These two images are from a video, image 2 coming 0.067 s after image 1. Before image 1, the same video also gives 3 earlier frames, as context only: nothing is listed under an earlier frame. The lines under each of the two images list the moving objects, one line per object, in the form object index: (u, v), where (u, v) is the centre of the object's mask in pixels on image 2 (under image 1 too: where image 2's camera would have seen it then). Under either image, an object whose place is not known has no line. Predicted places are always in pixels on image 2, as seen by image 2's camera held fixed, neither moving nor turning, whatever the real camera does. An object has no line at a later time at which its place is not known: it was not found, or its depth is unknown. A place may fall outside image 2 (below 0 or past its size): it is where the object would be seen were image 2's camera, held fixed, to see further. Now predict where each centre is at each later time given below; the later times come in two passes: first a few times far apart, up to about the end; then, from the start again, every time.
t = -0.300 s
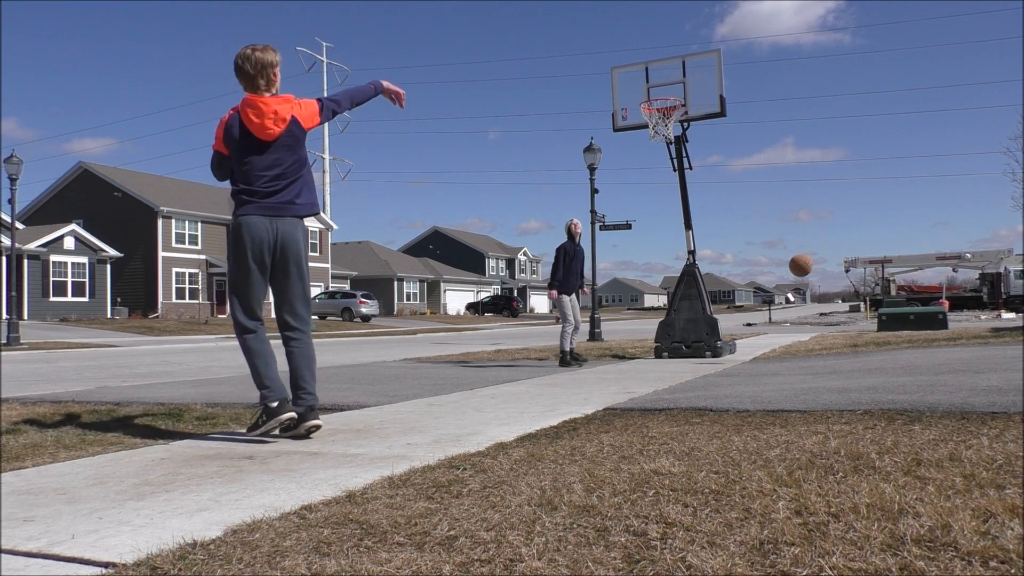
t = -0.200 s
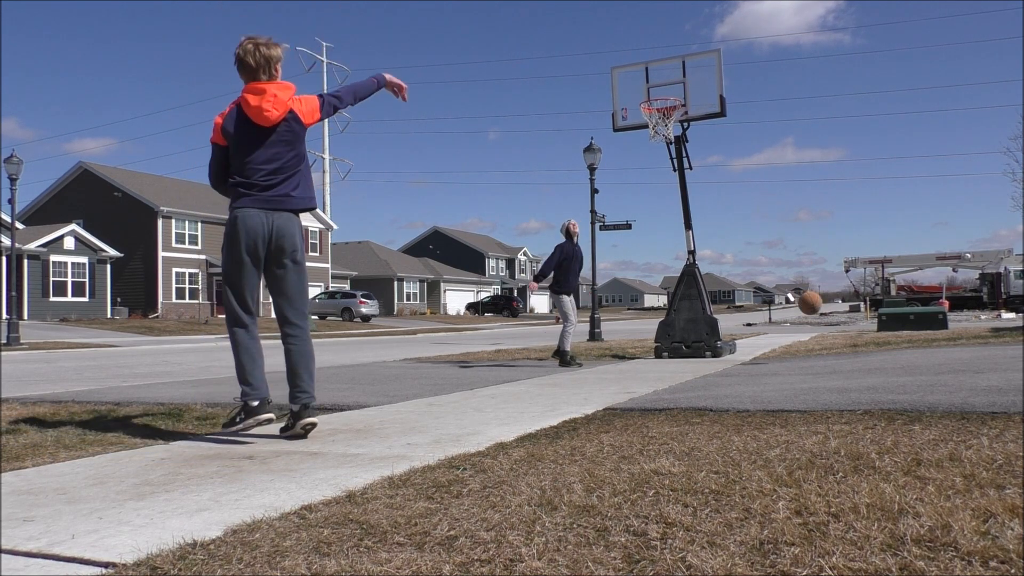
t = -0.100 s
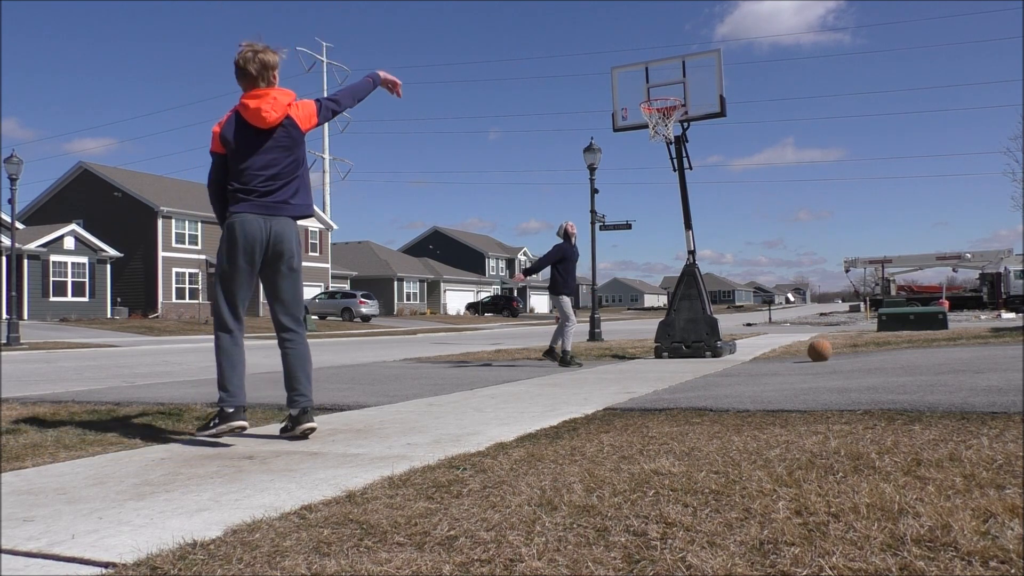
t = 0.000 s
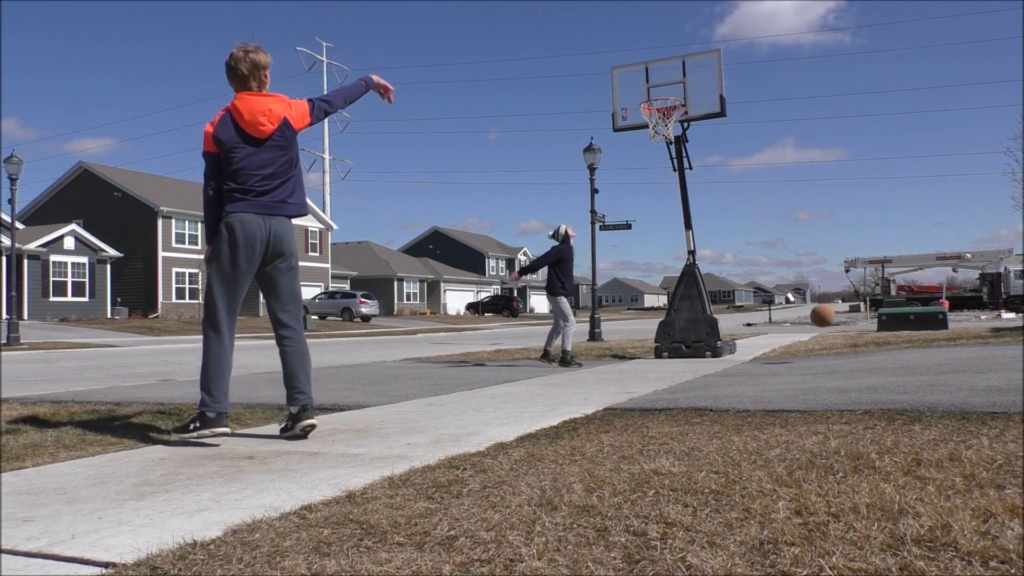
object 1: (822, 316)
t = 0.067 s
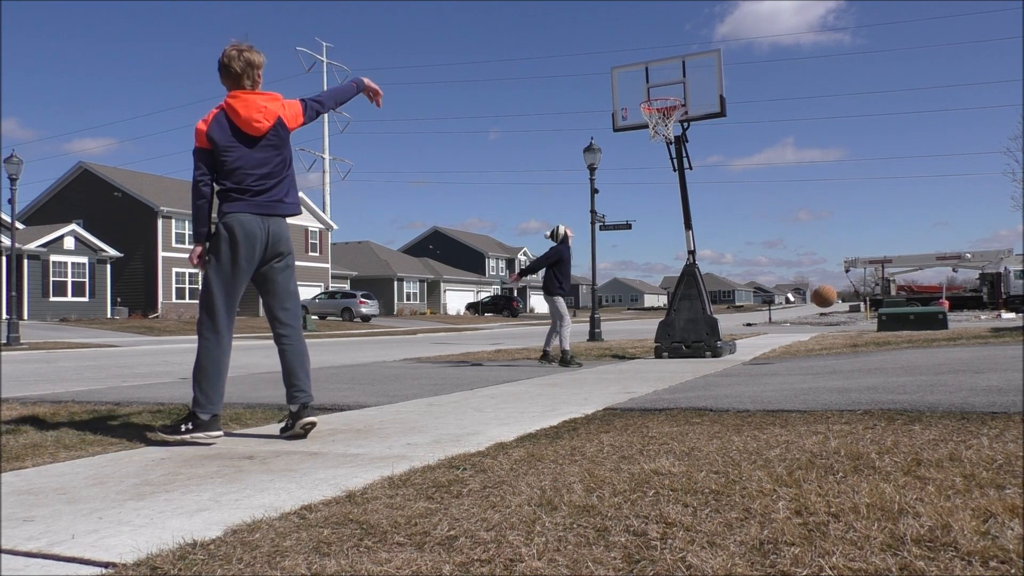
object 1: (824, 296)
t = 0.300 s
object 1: (831, 261)
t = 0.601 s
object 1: (843, 290)
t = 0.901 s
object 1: (848, 316)
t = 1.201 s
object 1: (840, 296)
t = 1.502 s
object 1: (833, 342)
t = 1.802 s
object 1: (817, 318)
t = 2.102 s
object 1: (801, 337)
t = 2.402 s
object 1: (780, 346)
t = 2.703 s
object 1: (756, 344)
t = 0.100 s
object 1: (825, 288)
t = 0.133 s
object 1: (826, 281)
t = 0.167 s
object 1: (827, 275)
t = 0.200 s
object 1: (828, 270)
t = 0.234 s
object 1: (829, 266)
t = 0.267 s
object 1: (830, 263)
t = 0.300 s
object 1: (831, 261)
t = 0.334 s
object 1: (832, 260)
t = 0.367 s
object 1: (834, 260)
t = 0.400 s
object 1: (835, 261)
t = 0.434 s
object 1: (836, 264)
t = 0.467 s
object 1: (838, 267)
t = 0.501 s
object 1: (839, 271)
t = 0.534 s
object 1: (840, 277)
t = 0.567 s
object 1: (842, 283)
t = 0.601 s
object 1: (843, 290)
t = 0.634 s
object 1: (845, 299)
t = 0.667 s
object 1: (846, 308)
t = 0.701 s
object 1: (848, 319)
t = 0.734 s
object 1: (849, 331)
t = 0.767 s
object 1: (851, 344)
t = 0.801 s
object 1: (851, 342)
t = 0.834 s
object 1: (850, 332)
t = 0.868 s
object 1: (849, 323)
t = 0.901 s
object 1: (848, 316)
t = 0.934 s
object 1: (847, 310)
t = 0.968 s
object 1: (846, 304)
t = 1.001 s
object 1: (845, 300)
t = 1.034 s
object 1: (844, 296)
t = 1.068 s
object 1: (844, 295)
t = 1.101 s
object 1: (843, 293)
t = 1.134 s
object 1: (842, 293)
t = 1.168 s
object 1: (842, 294)
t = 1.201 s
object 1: (840, 296)
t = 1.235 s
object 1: (840, 300)
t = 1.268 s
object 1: (839, 304)
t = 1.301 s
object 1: (838, 309)
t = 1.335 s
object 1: (838, 315)
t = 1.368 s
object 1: (837, 323)
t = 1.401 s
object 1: (837, 331)
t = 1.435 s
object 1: (836, 341)
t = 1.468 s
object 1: (836, 348)
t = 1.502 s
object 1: (833, 342)
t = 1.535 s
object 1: (832, 335)
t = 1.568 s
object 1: (830, 328)
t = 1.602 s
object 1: (828, 324)
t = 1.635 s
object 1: (826, 321)
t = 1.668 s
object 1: (825, 319)
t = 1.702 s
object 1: (823, 317)
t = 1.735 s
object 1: (821, 317)
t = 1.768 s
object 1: (819, 317)
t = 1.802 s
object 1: (817, 318)
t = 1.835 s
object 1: (816, 321)
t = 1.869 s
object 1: (814, 325)
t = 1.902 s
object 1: (812, 330)
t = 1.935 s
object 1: (811, 335)
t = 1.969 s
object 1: (809, 342)
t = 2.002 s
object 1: (808, 350)
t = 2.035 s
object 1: (806, 346)
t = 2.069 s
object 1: (803, 341)
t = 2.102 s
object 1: (801, 337)
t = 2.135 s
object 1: (798, 334)
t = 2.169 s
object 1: (796, 332)
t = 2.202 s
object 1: (794, 331)
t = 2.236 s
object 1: (791, 331)
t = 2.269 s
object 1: (789, 332)
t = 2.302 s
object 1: (786, 334)
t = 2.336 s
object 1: (784, 337)
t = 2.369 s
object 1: (782, 341)
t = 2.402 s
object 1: (780, 346)
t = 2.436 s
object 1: (778, 353)
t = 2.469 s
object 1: (775, 349)
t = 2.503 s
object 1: (772, 345)
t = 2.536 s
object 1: (769, 343)
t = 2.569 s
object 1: (767, 341)
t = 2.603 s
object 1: (764, 340)
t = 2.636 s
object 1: (761, 340)
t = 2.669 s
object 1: (758, 342)
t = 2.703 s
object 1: (756, 344)
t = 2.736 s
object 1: (753, 347)
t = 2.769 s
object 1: (751, 352)
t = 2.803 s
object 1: (748, 353)
